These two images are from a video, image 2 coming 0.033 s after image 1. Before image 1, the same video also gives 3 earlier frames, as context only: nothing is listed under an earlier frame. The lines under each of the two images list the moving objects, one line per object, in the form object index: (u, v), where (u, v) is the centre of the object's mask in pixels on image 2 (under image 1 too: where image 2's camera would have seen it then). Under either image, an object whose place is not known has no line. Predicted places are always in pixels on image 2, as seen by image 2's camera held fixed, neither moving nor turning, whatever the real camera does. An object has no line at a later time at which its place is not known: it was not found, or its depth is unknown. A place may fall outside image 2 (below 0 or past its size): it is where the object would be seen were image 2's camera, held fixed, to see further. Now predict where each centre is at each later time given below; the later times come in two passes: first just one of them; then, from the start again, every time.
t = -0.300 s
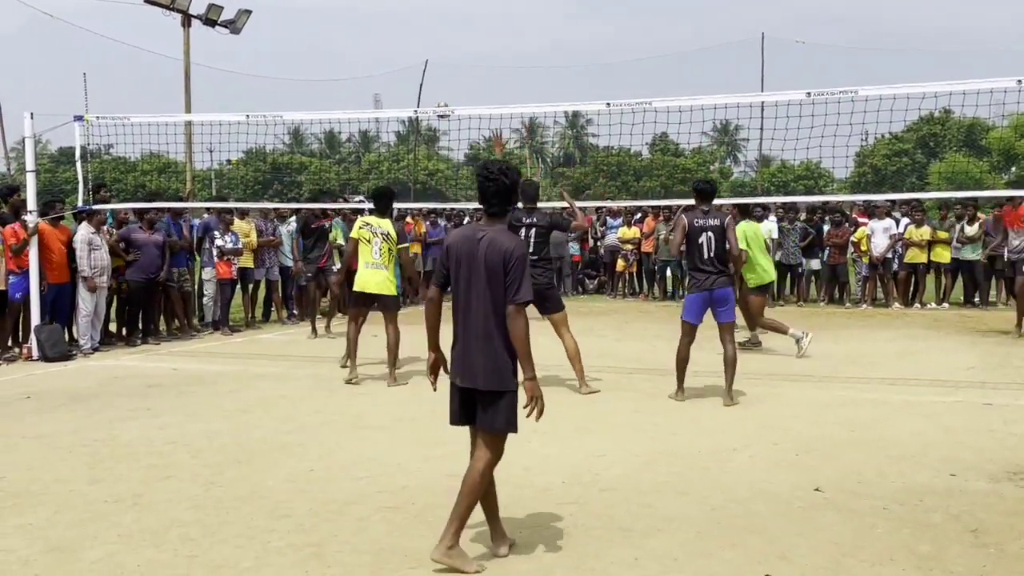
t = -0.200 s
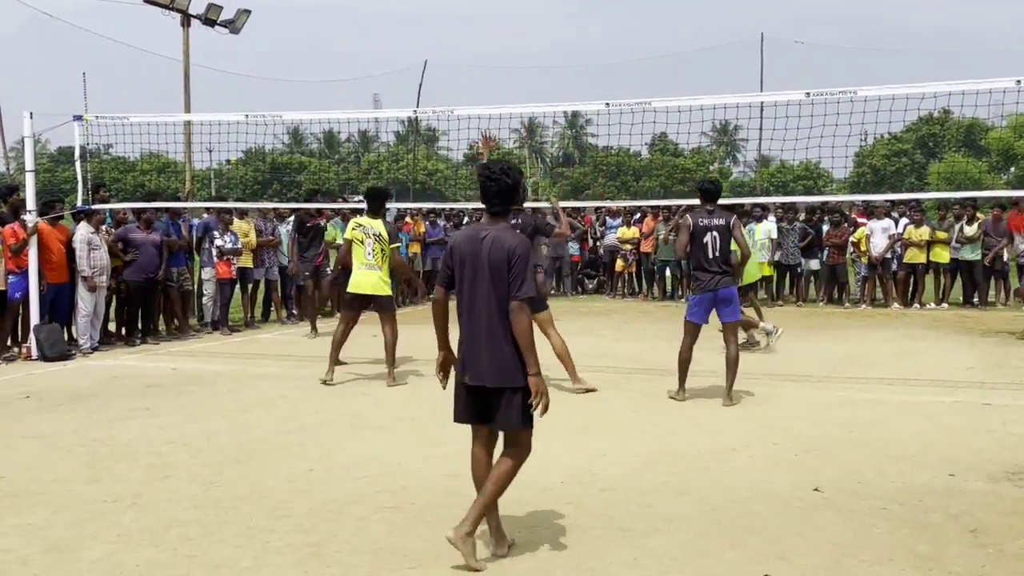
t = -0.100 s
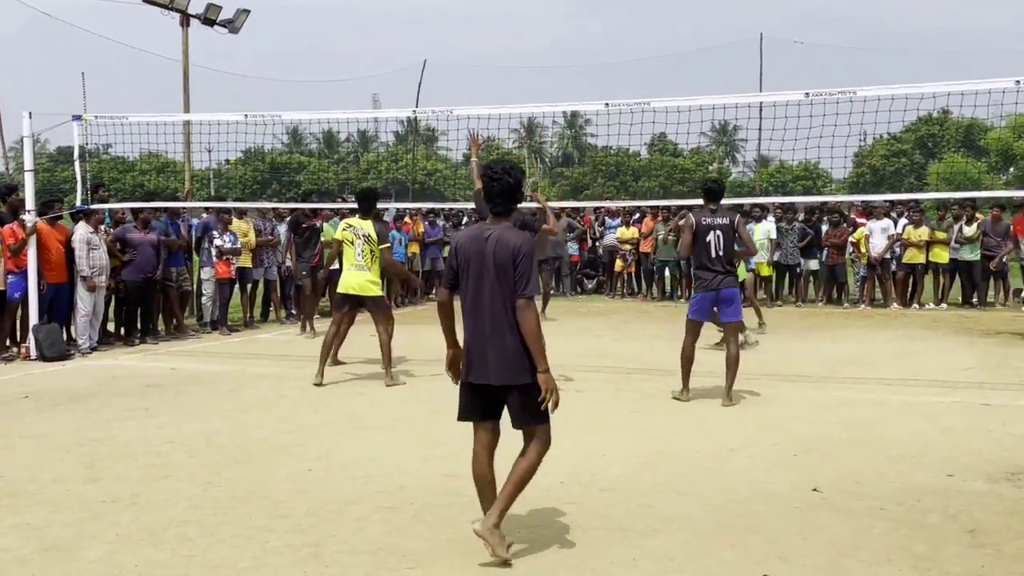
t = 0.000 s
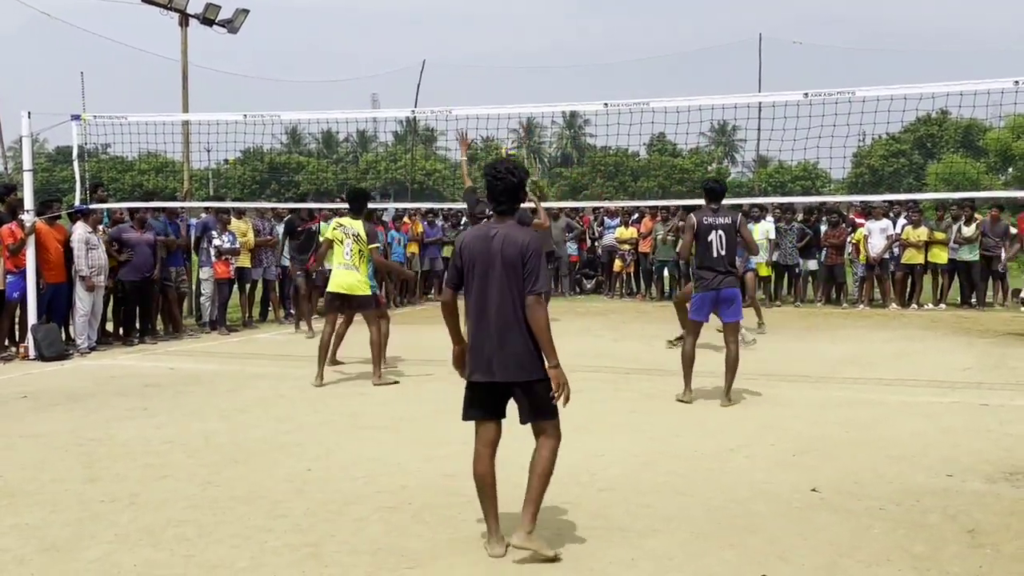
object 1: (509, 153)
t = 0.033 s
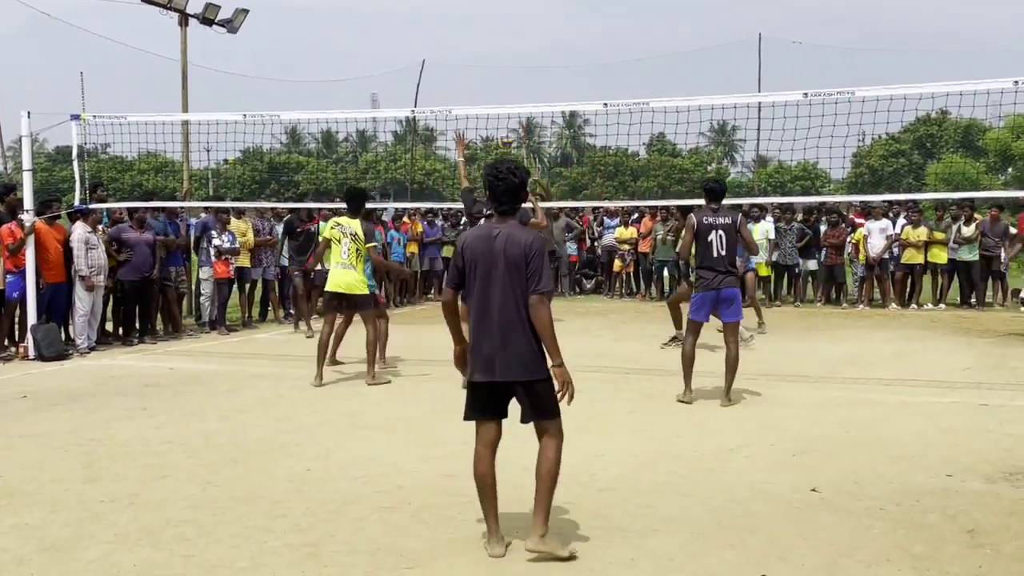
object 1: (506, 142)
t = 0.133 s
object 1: (494, 115)
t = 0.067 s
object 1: (501, 132)
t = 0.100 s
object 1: (498, 121)
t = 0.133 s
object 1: (494, 115)
